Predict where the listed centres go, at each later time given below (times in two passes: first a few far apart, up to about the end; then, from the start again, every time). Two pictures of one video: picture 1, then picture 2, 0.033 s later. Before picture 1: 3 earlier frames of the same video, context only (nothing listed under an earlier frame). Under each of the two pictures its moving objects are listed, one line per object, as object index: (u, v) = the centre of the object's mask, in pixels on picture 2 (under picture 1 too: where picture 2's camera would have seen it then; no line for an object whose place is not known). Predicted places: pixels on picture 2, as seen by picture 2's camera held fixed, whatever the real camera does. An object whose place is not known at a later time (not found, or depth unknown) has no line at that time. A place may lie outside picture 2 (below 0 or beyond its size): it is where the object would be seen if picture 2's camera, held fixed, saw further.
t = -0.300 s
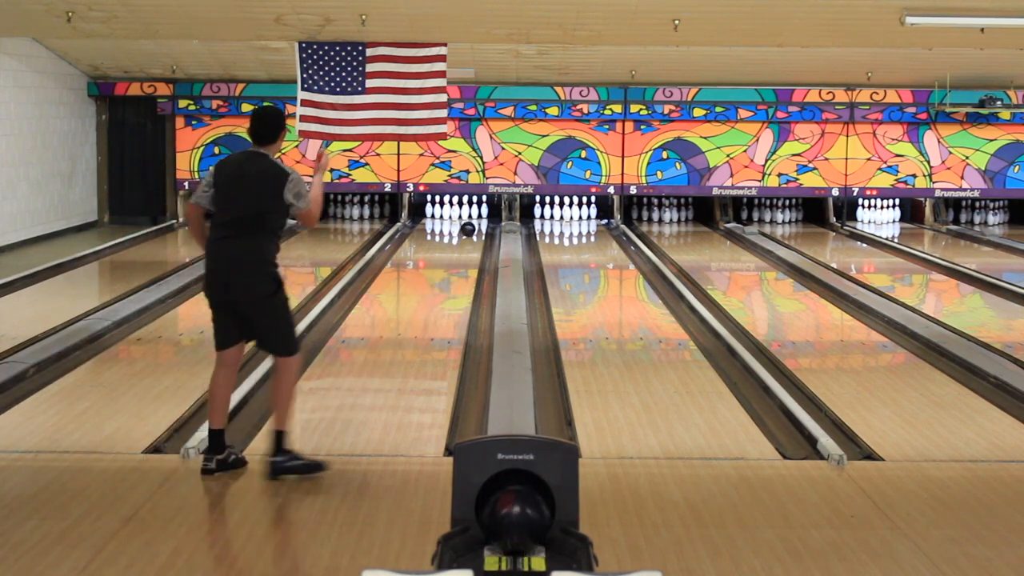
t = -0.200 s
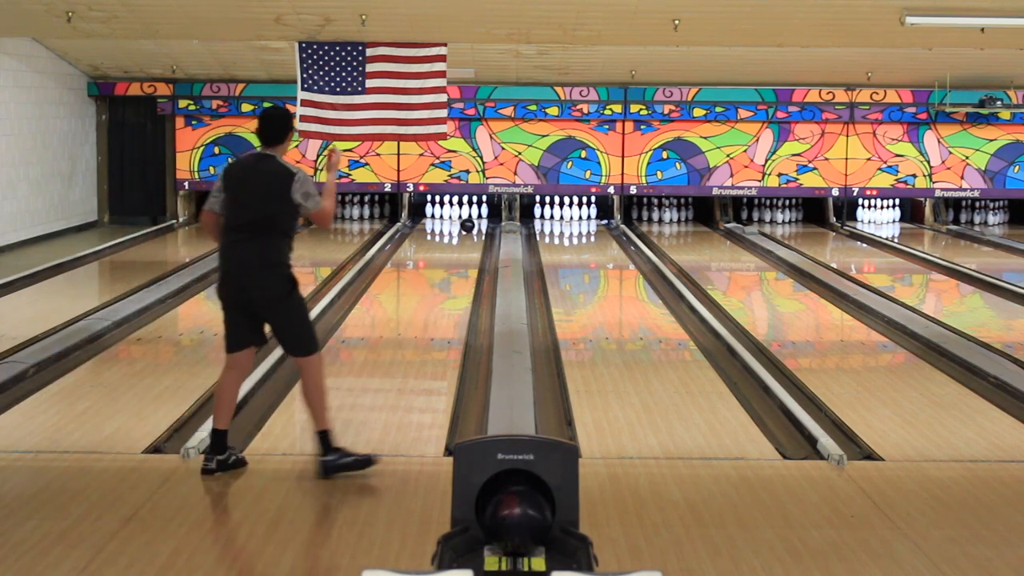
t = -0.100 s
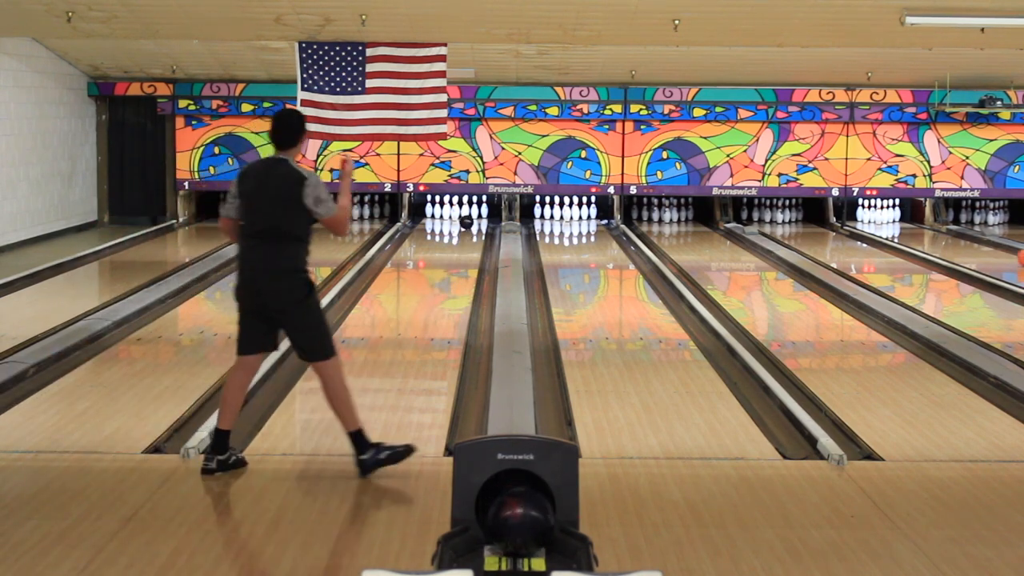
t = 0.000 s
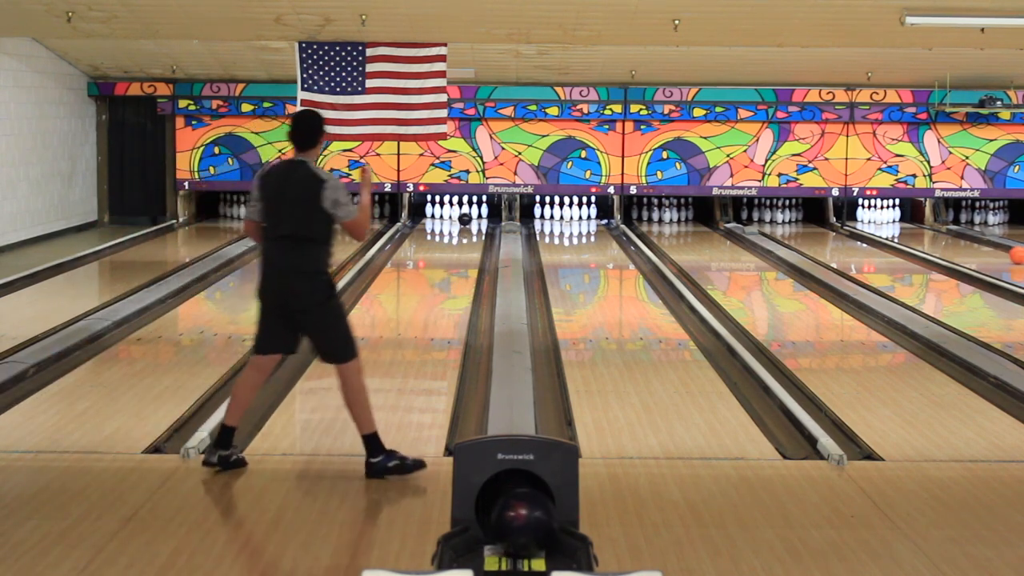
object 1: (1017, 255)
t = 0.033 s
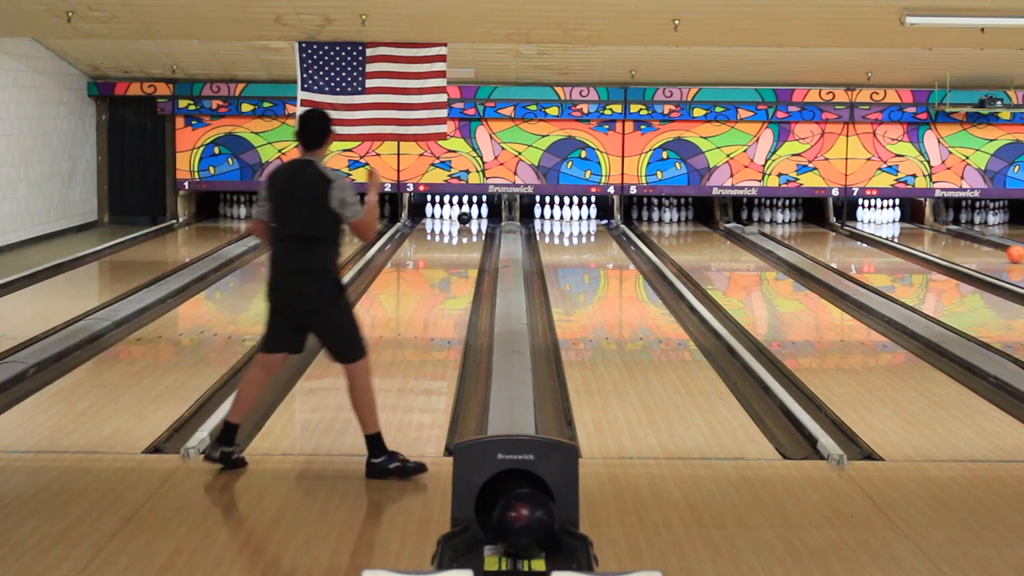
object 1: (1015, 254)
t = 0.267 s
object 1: (998, 248)
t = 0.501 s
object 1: (982, 243)
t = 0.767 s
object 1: (965, 239)
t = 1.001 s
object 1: (950, 234)
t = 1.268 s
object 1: (936, 230)
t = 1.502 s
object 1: (923, 226)
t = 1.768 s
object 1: (910, 223)
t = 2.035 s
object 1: (898, 218)
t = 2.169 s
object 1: (892, 217)
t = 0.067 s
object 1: (1013, 253)
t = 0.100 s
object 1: (1011, 252)
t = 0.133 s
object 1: (1008, 251)
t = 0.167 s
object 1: (1006, 251)
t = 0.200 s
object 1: (1003, 250)
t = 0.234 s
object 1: (1001, 249)
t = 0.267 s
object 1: (998, 248)
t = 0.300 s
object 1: (996, 248)
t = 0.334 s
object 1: (993, 247)
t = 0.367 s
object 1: (991, 246)
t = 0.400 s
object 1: (989, 245)
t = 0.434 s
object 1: (986, 245)
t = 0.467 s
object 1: (984, 244)
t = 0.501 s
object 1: (982, 243)
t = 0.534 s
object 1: (979, 243)
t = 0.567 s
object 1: (977, 242)
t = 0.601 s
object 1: (976, 241)
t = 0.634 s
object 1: (973, 241)
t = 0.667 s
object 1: (972, 240)
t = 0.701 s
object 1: (969, 240)
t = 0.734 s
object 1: (967, 239)
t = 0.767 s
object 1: (965, 239)
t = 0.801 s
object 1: (963, 238)
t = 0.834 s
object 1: (961, 237)
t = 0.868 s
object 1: (958, 237)
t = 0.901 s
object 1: (957, 236)
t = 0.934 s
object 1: (955, 236)
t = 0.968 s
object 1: (953, 235)
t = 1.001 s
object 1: (950, 234)
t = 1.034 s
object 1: (949, 234)
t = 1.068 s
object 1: (947, 233)
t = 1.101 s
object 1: (945, 233)
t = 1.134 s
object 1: (943, 232)
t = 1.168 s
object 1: (941, 232)
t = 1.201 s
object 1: (939, 231)
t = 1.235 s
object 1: (938, 230)
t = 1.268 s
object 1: (936, 230)
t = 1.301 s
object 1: (934, 229)
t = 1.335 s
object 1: (932, 228)
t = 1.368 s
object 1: (930, 228)
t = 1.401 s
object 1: (929, 227)
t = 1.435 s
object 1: (927, 227)
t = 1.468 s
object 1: (925, 226)
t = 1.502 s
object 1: (923, 226)
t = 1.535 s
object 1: (921, 225)
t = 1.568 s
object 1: (920, 225)
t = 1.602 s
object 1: (918, 225)
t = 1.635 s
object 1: (916, 224)
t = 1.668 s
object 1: (915, 224)
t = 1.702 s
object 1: (913, 223)
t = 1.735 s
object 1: (911, 223)
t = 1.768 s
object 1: (910, 223)
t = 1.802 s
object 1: (909, 222)
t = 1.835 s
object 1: (907, 222)
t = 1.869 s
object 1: (906, 221)
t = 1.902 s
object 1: (904, 221)
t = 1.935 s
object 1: (903, 220)
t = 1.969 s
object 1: (901, 220)
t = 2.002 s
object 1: (899, 219)
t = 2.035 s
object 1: (898, 218)
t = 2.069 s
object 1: (896, 218)
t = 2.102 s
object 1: (895, 218)
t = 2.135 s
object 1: (893, 217)
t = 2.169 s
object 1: (892, 217)
